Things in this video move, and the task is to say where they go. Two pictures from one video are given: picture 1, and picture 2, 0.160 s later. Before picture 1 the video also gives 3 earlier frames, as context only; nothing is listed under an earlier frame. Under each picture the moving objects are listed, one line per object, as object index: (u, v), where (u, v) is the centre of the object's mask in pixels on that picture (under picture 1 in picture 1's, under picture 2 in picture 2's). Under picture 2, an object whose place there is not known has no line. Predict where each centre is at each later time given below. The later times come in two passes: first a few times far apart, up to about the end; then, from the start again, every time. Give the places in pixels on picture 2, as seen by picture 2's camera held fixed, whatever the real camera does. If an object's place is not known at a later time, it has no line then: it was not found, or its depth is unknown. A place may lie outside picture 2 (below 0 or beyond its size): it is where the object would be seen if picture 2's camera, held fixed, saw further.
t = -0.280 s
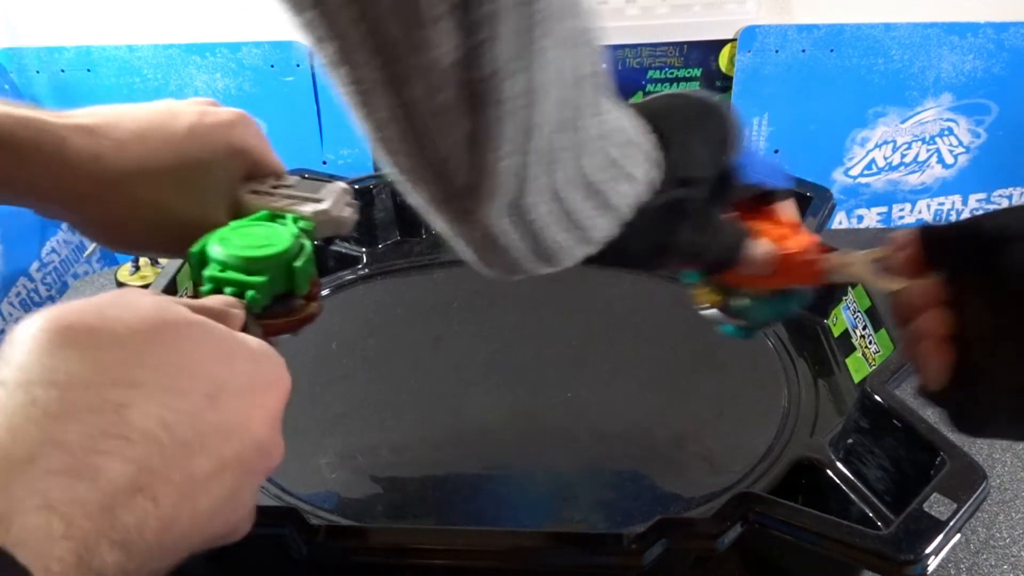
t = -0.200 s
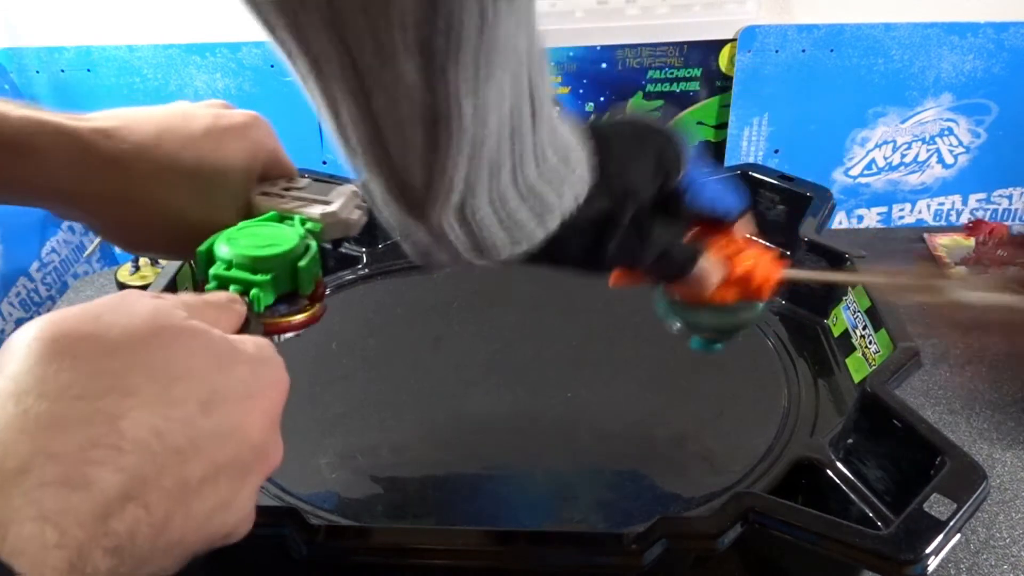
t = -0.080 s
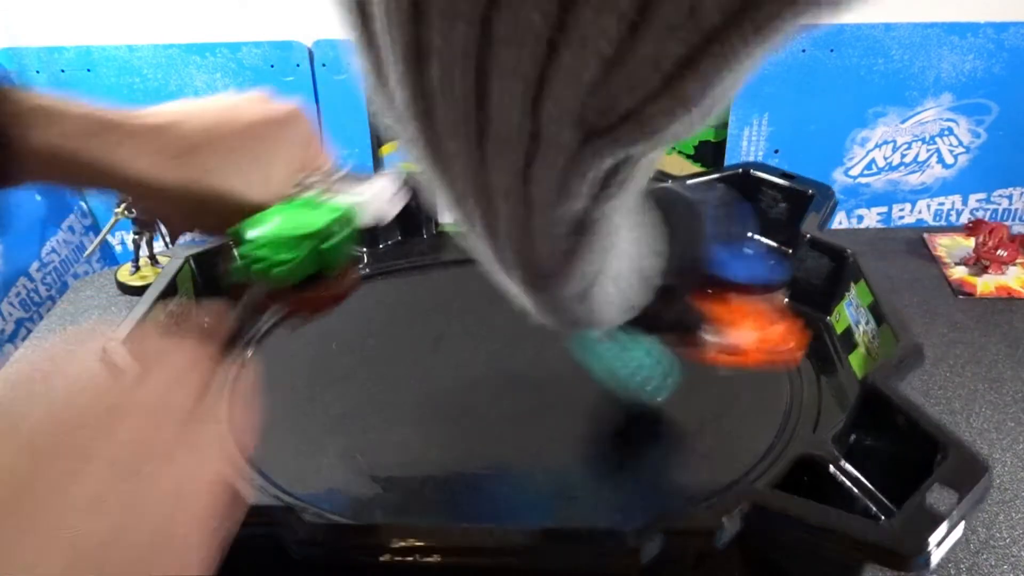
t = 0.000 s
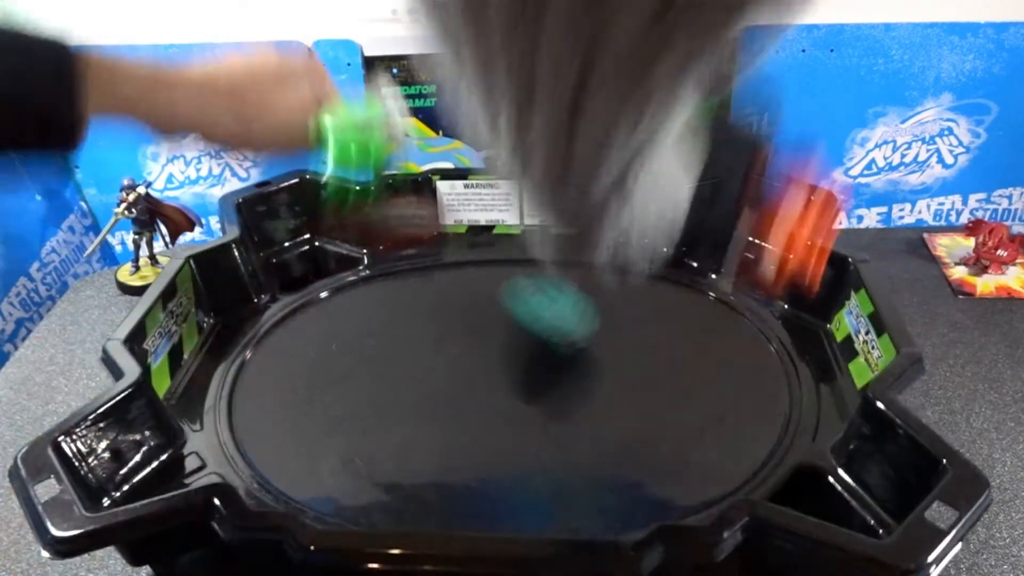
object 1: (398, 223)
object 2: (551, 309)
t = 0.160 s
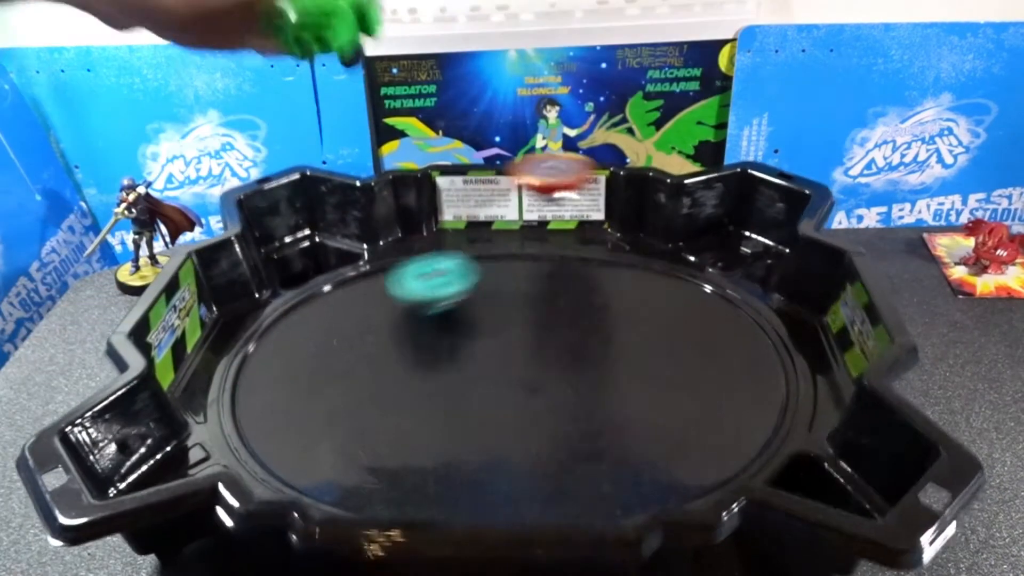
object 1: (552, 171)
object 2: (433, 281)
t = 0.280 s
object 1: (614, 252)
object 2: (351, 315)
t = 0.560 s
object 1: (449, 361)
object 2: (331, 459)
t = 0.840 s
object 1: (621, 404)
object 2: (728, 432)
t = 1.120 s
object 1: (538, 242)
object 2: (634, 250)
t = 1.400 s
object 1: (237, 382)
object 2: (274, 304)
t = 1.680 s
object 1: (691, 430)
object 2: (491, 479)
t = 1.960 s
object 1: (613, 236)
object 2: (756, 304)
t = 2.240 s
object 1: (301, 361)
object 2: (475, 250)
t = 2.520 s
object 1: (589, 477)
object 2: (248, 371)
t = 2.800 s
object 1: (671, 291)
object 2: (584, 467)
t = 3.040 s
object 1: (389, 267)
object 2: (742, 297)
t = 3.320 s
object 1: (294, 441)
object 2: (493, 250)
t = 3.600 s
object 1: (645, 391)
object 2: (278, 371)
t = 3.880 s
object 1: (504, 245)
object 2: (527, 472)
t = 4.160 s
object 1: (264, 324)
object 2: (706, 312)
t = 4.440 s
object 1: (500, 445)
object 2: (517, 256)
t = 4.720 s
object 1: (653, 290)
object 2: (314, 363)
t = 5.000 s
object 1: (437, 255)
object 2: (493, 443)
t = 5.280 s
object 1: (386, 401)
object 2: (644, 323)
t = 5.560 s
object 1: (661, 398)
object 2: (499, 289)
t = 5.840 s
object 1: (617, 275)
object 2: (383, 388)
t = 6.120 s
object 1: (402, 335)
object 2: (581, 407)
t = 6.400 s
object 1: (486, 452)
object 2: (589, 302)
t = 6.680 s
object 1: (659, 363)
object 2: (422, 319)
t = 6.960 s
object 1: (488, 296)
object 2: (453, 400)
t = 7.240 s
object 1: (336, 376)
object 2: (572, 361)
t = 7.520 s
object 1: (518, 432)
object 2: (507, 339)
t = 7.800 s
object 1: (585, 316)
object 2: (458, 363)
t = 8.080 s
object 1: (422, 283)
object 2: (482, 374)
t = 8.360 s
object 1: (380, 389)
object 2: (493, 370)
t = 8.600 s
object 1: (525, 462)
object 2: (543, 318)
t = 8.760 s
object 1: (655, 442)
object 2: (529, 306)
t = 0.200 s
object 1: (580, 187)
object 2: (406, 288)
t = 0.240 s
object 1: (608, 224)
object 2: (378, 301)
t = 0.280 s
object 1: (614, 252)
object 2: (351, 315)
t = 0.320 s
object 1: (612, 277)
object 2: (325, 334)
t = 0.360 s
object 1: (600, 303)
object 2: (305, 354)
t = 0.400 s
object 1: (579, 324)
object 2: (292, 375)
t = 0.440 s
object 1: (552, 335)
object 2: (286, 397)
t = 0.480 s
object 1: (519, 339)
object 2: (289, 420)
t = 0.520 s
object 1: (483, 347)
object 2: (303, 441)
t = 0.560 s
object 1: (449, 361)
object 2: (331, 459)
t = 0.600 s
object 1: (428, 382)
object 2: (375, 467)
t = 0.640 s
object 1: (425, 400)
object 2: (427, 472)
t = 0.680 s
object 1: (438, 417)
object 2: (492, 477)
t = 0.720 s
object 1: (471, 428)
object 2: (560, 479)
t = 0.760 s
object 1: (516, 430)
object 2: (624, 472)
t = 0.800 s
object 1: (570, 423)
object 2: (684, 456)
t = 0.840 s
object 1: (621, 404)
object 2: (728, 432)
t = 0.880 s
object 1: (657, 377)
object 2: (758, 398)
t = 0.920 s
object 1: (673, 346)
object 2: (772, 364)
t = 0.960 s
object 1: (672, 317)
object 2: (770, 332)
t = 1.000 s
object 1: (654, 289)
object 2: (751, 301)
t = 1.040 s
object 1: (624, 266)
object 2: (721, 277)
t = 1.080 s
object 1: (585, 251)
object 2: (681, 260)
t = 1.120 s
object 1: (538, 242)
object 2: (634, 250)
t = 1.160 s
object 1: (483, 238)
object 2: (580, 248)
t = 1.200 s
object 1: (423, 240)
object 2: (523, 248)
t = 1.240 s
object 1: (370, 251)
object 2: (468, 249)
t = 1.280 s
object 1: (317, 271)
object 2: (414, 253)
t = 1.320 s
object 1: (269, 298)
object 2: (360, 259)
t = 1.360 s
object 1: (240, 336)
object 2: (310, 275)
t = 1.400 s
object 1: (237, 382)
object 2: (274, 304)
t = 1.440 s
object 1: (263, 424)
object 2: (248, 338)
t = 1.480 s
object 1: (323, 459)
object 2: (243, 374)
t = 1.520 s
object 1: (399, 476)
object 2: (262, 413)
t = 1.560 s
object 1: (482, 482)
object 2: (300, 446)
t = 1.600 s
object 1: (564, 477)
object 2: (356, 466)
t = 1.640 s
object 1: (634, 459)
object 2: (421, 477)
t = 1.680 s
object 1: (691, 430)
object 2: (491, 479)
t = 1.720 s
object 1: (728, 391)
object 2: (560, 474)
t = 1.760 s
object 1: (746, 350)
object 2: (628, 457)
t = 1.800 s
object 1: (748, 314)
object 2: (679, 434)
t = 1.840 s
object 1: (732, 277)
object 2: (720, 402)
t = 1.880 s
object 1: (699, 250)
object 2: (745, 368)
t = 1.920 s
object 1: (659, 235)
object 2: (759, 335)
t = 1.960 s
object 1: (613, 236)
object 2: (756, 304)
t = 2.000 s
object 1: (558, 246)
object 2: (729, 283)
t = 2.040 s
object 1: (508, 255)
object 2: (697, 266)
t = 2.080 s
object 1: (458, 267)
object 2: (660, 252)
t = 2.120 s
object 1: (410, 284)
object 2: (615, 246)
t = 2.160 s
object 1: (367, 306)
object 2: (570, 246)
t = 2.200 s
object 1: (329, 332)
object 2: (523, 248)
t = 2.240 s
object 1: (301, 361)
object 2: (475, 250)
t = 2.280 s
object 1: (286, 394)
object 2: (429, 256)
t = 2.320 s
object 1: (285, 430)
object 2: (384, 266)
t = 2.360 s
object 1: (318, 452)
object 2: (340, 280)
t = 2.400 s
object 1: (378, 470)
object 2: (301, 296)
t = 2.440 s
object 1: (446, 480)
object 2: (268, 317)
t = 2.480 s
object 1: (520, 482)
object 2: (248, 341)
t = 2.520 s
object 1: (589, 477)
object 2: (248, 371)
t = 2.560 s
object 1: (649, 460)
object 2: (258, 403)
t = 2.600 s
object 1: (696, 436)
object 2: (285, 433)
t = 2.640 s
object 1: (722, 404)
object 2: (332, 457)
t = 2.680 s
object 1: (731, 369)
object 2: (387, 472)
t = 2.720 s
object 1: (724, 339)
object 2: (452, 477)
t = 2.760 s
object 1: (703, 312)
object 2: (520, 476)
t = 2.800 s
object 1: (671, 291)
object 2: (584, 467)
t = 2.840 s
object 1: (631, 275)
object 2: (643, 447)
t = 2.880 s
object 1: (585, 264)
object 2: (688, 421)
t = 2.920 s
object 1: (537, 258)
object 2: (722, 389)
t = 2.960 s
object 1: (488, 257)
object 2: (741, 357)
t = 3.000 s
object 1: (437, 259)
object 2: (747, 325)
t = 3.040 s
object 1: (389, 267)
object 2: (742, 297)
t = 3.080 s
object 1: (343, 278)
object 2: (720, 274)
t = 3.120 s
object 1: (298, 294)
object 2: (687, 262)
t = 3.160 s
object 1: (261, 314)
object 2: (652, 252)
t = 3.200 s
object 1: (239, 341)
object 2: (616, 246)
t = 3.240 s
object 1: (238, 376)
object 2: (576, 245)
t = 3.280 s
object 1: (255, 411)
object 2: (534, 247)
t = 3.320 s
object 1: (294, 441)
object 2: (493, 250)
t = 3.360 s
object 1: (347, 461)
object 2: (451, 257)
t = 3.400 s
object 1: (406, 471)
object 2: (411, 267)
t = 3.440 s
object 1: (467, 472)
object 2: (373, 282)
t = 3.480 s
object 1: (527, 464)
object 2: (338, 300)
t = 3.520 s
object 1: (581, 446)
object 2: (308, 322)
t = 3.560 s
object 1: (621, 421)
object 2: (289, 344)
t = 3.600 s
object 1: (645, 391)
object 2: (278, 371)
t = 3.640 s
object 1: (654, 360)
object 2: (280, 398)
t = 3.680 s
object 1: (649, 331)
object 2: (294, 422)
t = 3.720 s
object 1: (632, 304)
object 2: (322, 446)
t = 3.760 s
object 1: (608, 283)
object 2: (364, 464)
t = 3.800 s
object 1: (577, 265)
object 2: (414, 473)
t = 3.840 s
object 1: (542, 253)
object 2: (470, 476)
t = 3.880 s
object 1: (504, 245)
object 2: (527, 472)
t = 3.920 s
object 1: (464, 242)
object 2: (581, 461)
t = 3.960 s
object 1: (421, 241)
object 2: (629, 442)
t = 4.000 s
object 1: (383, 246)
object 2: (668, 419)
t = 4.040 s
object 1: (342, 259)
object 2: (694, 390)
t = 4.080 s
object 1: (306, 277)
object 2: (710, 362)
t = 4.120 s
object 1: (279, 299)
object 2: (713, 336)
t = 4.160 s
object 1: (264, 324)
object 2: (706, 312)
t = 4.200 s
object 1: (261, 354)
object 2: (692, 291)
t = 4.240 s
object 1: (272, 382)
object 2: (671, 273)
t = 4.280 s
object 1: (298, 408)
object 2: (645, 261)
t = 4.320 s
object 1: (337, 428)
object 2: (616, 253)
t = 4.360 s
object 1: (388, 442)
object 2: (586, 251)
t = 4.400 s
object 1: (445, 447)
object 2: (552, 252)
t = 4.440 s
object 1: (500, 445)
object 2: (517, 256)
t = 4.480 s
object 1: (553, 434)
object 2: (479, 263)
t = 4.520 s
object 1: (596, 416)
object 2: (440, 274)
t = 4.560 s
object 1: (630, 394)
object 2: (404, 287)
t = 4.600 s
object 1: (654, 367)
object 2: (371, 302)
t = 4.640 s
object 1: (664, 339)
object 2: (345, 320)
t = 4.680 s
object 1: (664, 314)
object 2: (325, 340)
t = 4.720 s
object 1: (653, 290)
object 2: (314, 363)
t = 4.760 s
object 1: (634, 271)
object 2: (313, 385)
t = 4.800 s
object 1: (609, 256)
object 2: (323, 404)
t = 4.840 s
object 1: (579, 247)
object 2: (343, 421)
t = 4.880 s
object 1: (546, 243)
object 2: (373, 435)
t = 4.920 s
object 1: (508, 242)
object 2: (409, 443)
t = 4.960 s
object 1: (471, 246)
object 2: (450, 447)
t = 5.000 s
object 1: (437, 255)
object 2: (493, 443)
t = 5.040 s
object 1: (406, 268)
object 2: (532, 436)
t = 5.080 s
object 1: (380, 286)
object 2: (569, 424)
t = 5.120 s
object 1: (362, 307)
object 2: (601, 407)
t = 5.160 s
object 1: (352, 332)
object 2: (626, 387)
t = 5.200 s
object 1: (353, 358)
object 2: (641, 366)
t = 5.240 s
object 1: (365, 382)
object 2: (648, 344)
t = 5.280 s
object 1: (386, 401)
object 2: (644, 323)
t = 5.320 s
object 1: (417, 419)
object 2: (634, 308)
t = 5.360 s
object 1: (454, 431)
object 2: (618, 295)
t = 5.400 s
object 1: (497, 436)
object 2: (599, 286)
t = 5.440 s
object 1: (544, 435)
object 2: (578, 281)
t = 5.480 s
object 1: (590, 429)
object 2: (552, 282)
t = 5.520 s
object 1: (629, 416)
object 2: (526, 284)
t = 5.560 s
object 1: (661, 398)
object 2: (499, 289)
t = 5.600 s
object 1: (683, 378)
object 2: (469, 298)
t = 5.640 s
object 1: (697, 355)
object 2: (441, 308)
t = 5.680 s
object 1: (698, 333)
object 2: (415, 322)
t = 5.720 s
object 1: (688, 312)
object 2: (395, 337)
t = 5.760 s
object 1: (672, 296)
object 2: (383, 354)
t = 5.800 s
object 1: (647, 284)
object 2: (377, 372)
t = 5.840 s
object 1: (617, 275)
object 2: (383, 388)
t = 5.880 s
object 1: (584, 271)
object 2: (397, 403)
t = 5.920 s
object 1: (548, 273)
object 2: (420, 417)
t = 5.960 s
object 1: (514, 280)
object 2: (450, 426)
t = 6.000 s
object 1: (482, 289)
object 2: (482, 430)
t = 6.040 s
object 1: (452, 301)
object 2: (518, 427)
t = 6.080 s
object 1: (425, 316)
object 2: (550, 420)
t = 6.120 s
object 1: (402, 335)
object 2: (581, 407)
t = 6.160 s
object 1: (388, 354)
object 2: (603, 391)
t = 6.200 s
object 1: (382, 375)
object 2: (620, 373)
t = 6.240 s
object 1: (384, 396)
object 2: (628, 355)
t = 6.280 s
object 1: (396, 416)
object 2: (627, 339)
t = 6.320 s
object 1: (418, 435)
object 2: (619, 324)
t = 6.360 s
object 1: (449, 446)
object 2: (605, 312)
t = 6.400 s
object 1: (486, 452)
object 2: (589, 302)
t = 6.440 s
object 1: (524, 452)
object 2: (569, 295)
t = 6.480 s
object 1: (563, 448)
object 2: (547, 291)
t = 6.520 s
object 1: (600, 438)
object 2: (522, 290)
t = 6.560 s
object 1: (631, 422)
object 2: (496, 293)
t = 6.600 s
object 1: (651, 403)
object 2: (468, 299)
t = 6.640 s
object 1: (660, 383)
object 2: (444, 308)
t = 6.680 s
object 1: (659, 363)
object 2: (422, 319)
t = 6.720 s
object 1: (649, 343)
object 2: (407, 332)
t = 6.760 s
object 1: (631, 327)
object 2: (398, 345)
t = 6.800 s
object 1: (606, 314)
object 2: (396, 359)
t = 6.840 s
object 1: (579, 305)
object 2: (403, 373)
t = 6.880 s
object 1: (550, 299)
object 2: (415, 385)
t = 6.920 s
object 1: (519, 296)
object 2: (433, 394)
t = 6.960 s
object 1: (488, 296)
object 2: (453, 400)
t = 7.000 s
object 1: (455, 299)
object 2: (477, 402)
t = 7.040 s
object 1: (426, 306)
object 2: (501, 400)
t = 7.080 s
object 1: (398, 315)
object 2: (524, 396)
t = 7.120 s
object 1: (374, 327)
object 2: (545, 388)
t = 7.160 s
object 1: (354, 341)
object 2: (559, 381)
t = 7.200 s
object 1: (340, 358)
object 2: (568, 372)
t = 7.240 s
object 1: (336, 376)
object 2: (572, 361)
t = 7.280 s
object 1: (340, 394)
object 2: (571, 352)
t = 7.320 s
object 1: (355, 412)
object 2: (566, 345)
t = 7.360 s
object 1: (380, 426)
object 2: (559, 340)
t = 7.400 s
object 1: (411, 436)
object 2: (550, 338)
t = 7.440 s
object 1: (445, 440)
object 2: (537, 337)
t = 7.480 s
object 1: (482, 438)
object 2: (522, 338)
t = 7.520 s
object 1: (518, 432)
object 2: (507, 339)
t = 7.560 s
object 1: (548, 420)
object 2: (493, 341)
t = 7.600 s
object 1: (573, 405)
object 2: (482, 343)
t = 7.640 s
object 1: (591, 387)
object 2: (473, 346)
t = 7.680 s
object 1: (601, 368)
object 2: (466, 350)
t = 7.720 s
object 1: (603, 349)
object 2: (462, 355)
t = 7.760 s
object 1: (597, 331)
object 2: (459, 360)
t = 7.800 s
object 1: (585, 316)
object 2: (458, 363)
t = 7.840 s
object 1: (569, 302)
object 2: (461, 366)
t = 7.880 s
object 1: (548, 291)
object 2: (465, 368)
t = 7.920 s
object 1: (525, 284)
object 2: (470, 370)
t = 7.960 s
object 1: (500, 279)
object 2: (473, 372)
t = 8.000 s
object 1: (475, 277)
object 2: (477, 373)
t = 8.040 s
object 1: (448, 279)
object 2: (479, 373)
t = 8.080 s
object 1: (422, 283)
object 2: (482, 374)
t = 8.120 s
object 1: (398, 292)
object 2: (484, 374)
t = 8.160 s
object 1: (378, 303)
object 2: (486, 374)
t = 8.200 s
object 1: (362, 318)
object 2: (487, 373)
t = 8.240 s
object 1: (354, 336)
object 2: (489, 373)
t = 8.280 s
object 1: (354, 355)
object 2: (490, 372)
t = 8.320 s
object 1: (363, 373)
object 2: (492, 371)
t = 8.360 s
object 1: (380, 389)
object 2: (493, 370)
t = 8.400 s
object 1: (404, 403)
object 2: (494, 369)
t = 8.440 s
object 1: (433, 413)
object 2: (497, 367)
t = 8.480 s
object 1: (452, 428)
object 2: (507, 358)
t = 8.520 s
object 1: (469, 445)
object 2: (524, 343)
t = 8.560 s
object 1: (495, 456)
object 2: (536, 329)
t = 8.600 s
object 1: (525, 462)
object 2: (543, 318)
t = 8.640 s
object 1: (558, 465)
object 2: (546, 310)
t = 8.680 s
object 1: (593, 462)
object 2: (544, 306)
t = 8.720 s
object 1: (626, 454)
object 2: (538, 305)
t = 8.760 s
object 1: (655, 442)
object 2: (529, 306)
